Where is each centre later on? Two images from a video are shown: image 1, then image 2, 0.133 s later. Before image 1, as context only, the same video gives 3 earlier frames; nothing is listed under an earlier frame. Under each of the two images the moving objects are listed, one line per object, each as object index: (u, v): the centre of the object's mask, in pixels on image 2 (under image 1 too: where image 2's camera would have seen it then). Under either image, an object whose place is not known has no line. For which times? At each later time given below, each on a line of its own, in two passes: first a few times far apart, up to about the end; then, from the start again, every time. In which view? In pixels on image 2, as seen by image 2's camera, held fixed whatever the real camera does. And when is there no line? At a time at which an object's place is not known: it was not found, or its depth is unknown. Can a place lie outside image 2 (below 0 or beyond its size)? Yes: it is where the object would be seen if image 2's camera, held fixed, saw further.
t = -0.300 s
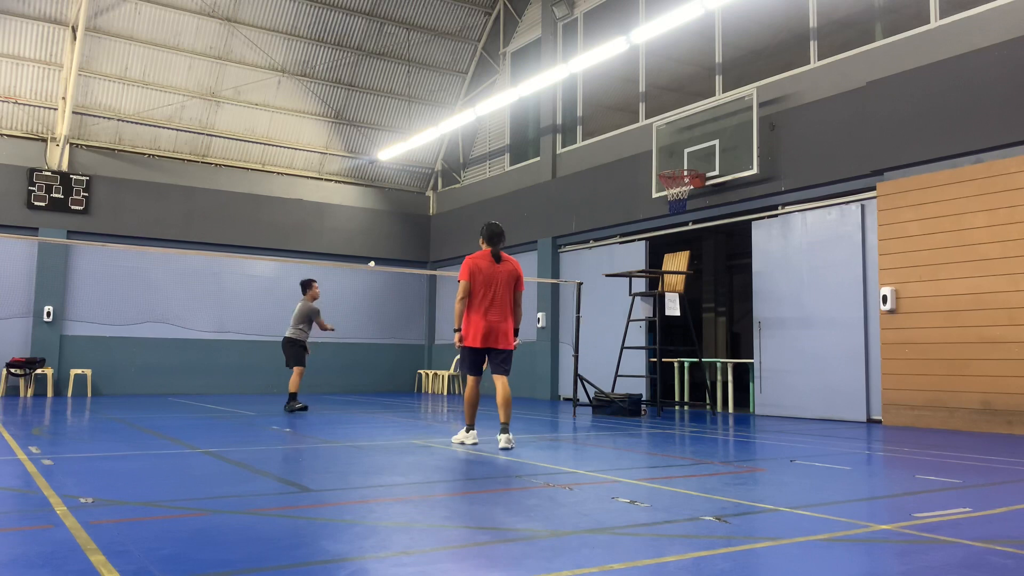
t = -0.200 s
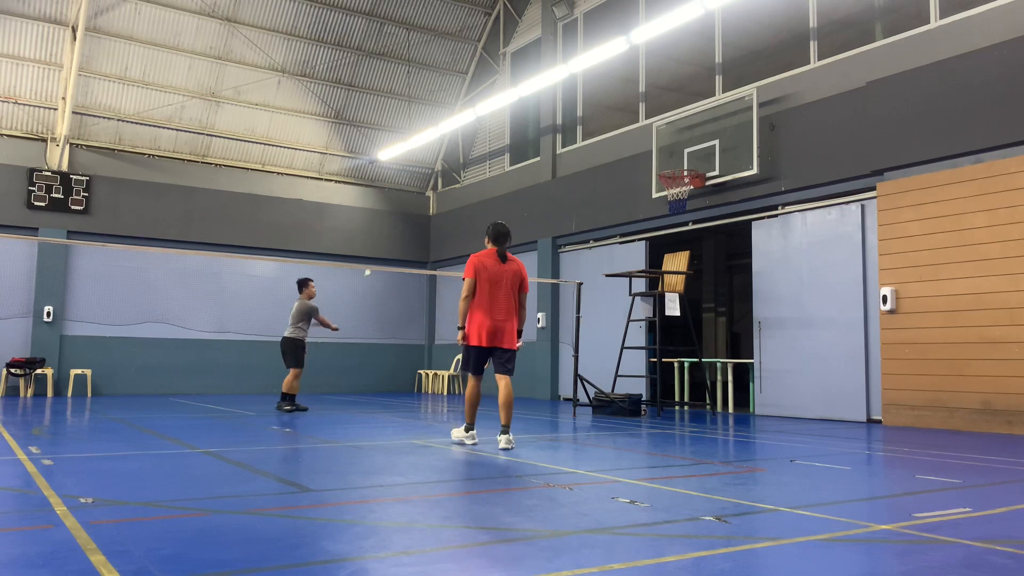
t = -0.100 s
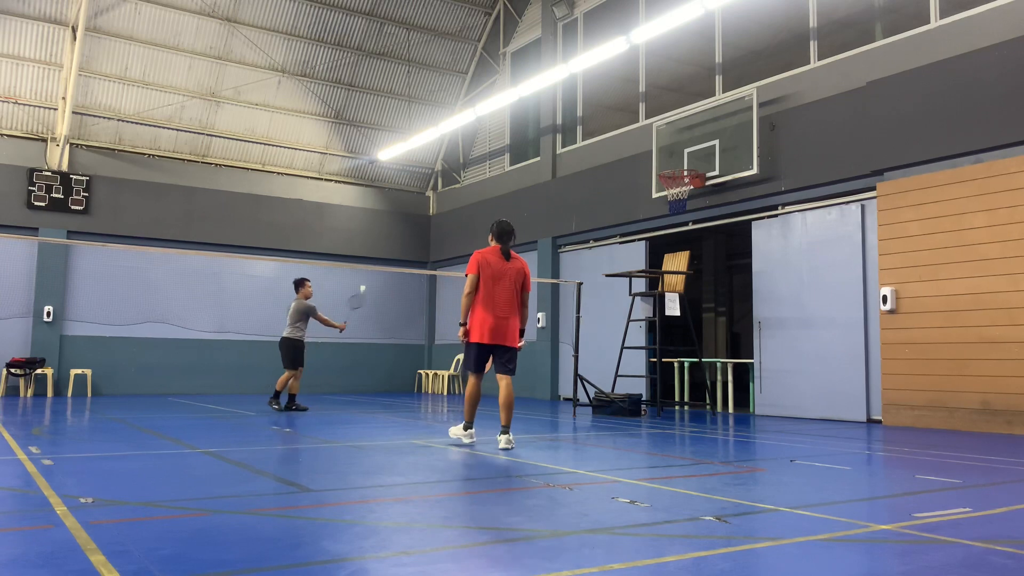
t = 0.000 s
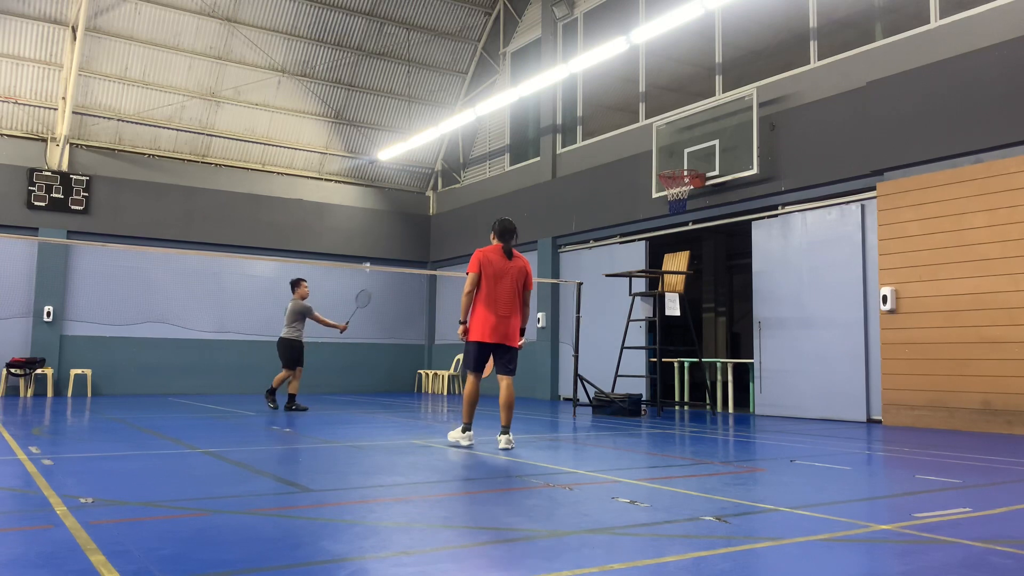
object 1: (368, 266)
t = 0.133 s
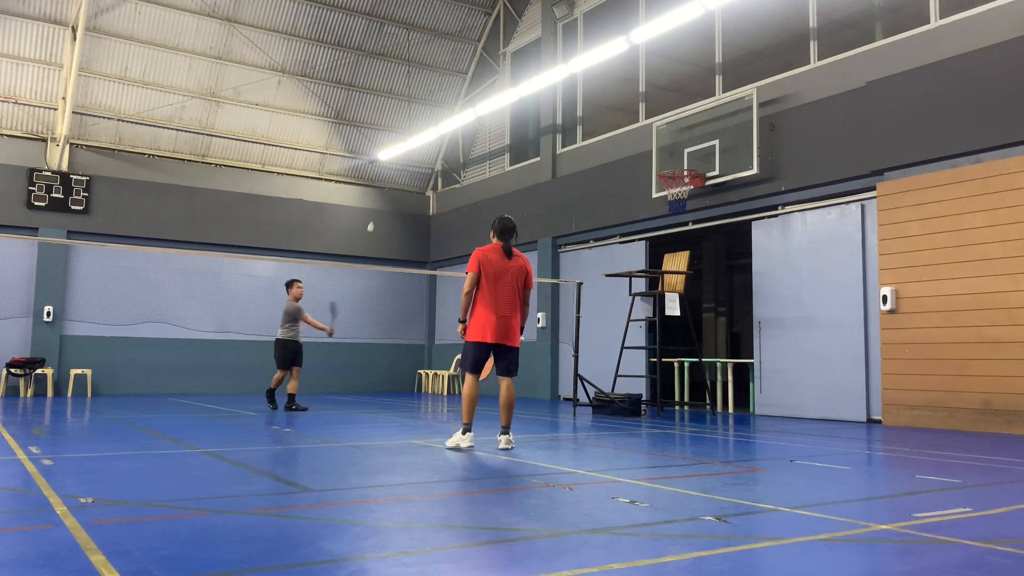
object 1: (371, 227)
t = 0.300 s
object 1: (380, 197)
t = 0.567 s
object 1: (396, 203)
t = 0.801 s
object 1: (409, 267)
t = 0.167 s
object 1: (373, 218)
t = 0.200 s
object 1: (374, 211)
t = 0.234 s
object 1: (376, 205)
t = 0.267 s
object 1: (378, 201)
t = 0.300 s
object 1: (380, 197)
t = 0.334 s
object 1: (382, 195)
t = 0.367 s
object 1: (384, 193)
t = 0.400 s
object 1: (386, 192)
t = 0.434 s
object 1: (388, 192)
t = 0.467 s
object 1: (390, 193)
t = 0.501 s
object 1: (392, 195)
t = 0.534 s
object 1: (394, 198)
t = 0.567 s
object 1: (396, 203)
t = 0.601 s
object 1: (398, 208)
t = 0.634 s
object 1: (400, 215)
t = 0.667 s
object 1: (402, 223)
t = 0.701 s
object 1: (404, 233)
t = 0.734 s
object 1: (406, 243)
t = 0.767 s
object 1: (408, 255)
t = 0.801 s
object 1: (409, 267)
